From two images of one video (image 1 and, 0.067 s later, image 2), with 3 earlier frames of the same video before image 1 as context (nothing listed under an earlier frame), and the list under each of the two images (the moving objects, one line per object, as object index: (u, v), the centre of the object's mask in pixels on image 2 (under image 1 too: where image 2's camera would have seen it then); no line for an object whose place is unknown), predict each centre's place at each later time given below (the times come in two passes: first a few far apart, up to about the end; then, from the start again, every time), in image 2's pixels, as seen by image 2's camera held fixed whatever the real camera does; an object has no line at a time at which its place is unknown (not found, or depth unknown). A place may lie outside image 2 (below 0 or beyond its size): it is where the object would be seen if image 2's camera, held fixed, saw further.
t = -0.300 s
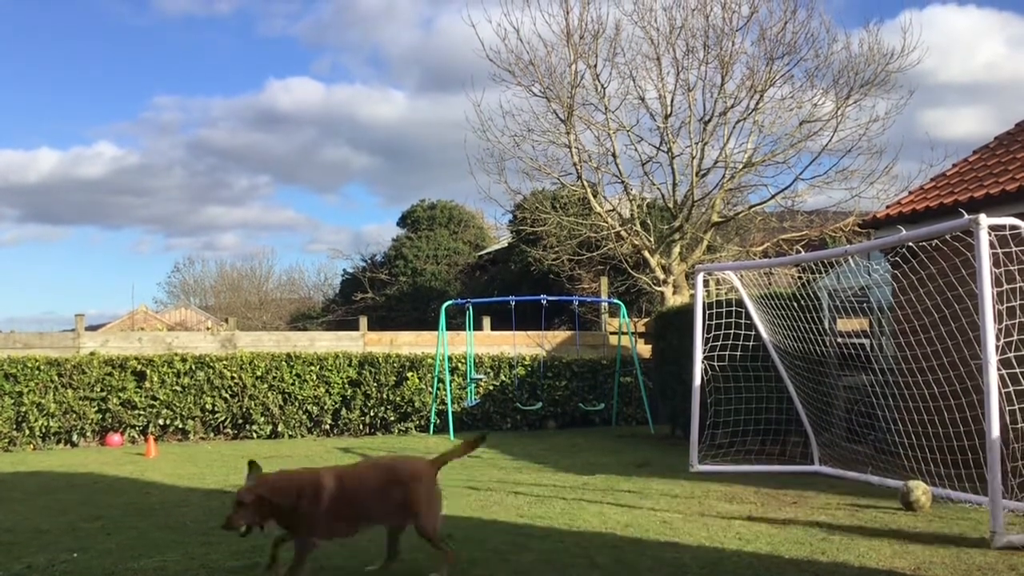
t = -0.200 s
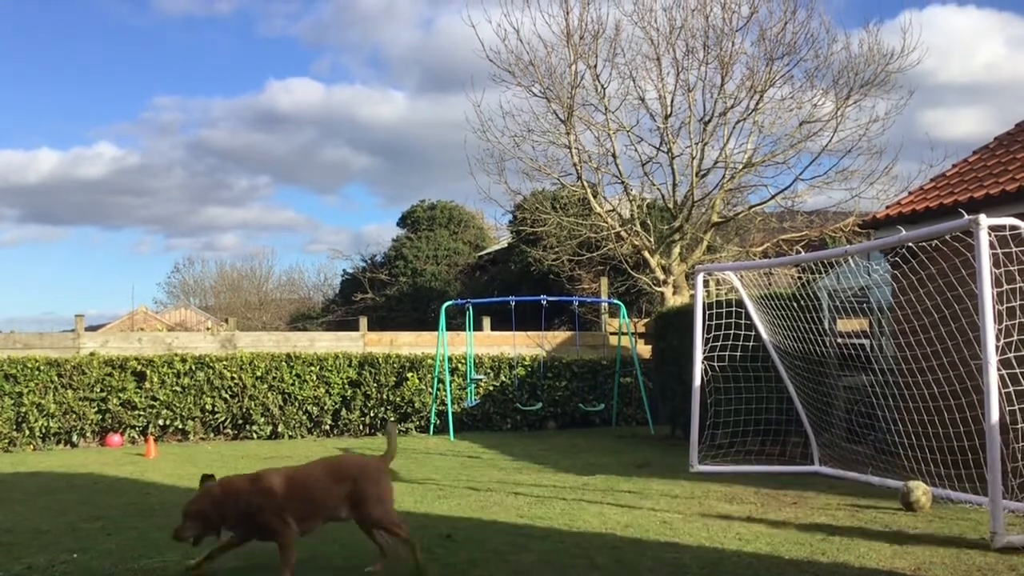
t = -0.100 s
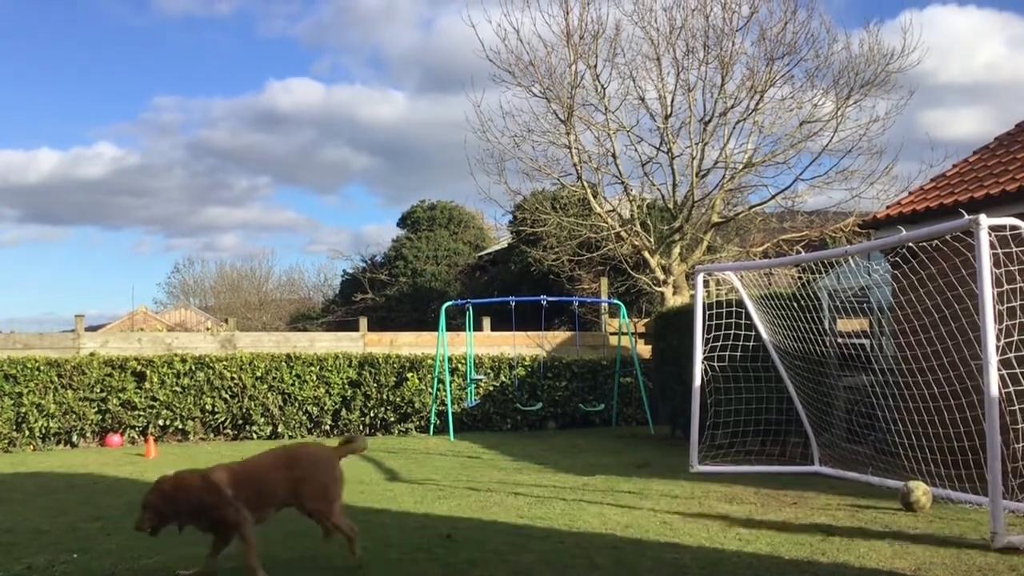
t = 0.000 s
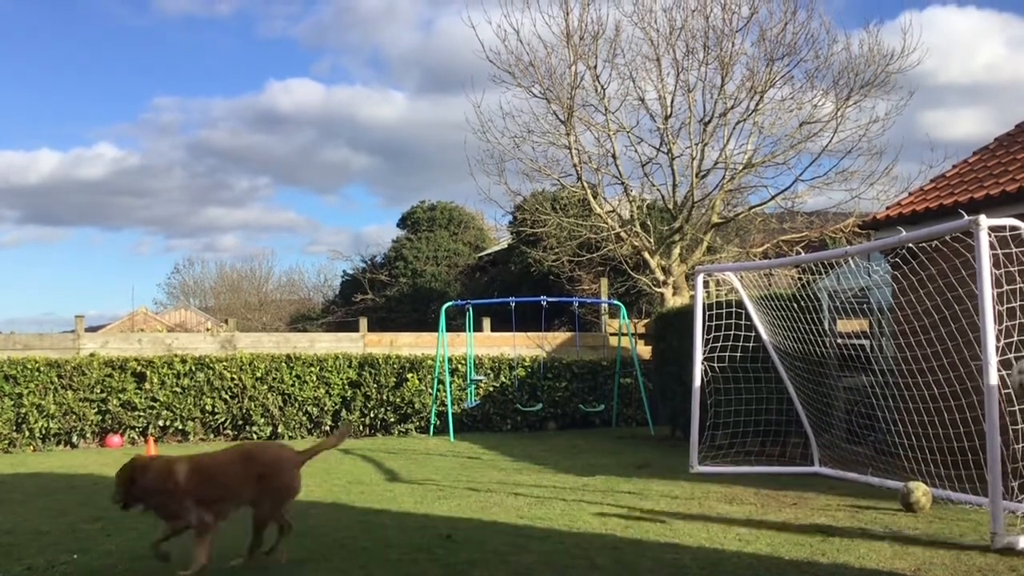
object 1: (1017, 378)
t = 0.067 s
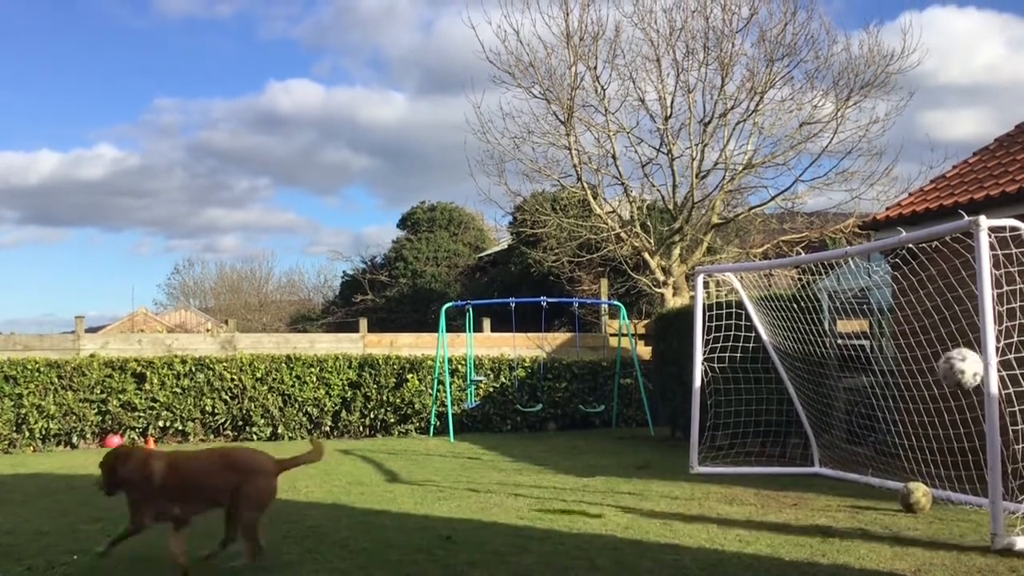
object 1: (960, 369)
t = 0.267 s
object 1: (764, 387)
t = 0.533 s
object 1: (546, 512)
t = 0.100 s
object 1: (925, 366)
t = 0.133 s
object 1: (892, 366)
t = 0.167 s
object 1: (858, 369)
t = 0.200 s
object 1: (826, 373)
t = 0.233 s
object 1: (795, 378)
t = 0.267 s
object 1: (764, 387)
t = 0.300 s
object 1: (734, 396)
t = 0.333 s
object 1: (706, 407)
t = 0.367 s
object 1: (677, 420)
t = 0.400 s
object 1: (650, 435)
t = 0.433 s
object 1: (623, 452)
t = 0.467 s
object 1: (596, 470)
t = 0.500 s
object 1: (571, 490)
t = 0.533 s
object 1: (546, 512)
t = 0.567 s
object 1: (529, 503)
